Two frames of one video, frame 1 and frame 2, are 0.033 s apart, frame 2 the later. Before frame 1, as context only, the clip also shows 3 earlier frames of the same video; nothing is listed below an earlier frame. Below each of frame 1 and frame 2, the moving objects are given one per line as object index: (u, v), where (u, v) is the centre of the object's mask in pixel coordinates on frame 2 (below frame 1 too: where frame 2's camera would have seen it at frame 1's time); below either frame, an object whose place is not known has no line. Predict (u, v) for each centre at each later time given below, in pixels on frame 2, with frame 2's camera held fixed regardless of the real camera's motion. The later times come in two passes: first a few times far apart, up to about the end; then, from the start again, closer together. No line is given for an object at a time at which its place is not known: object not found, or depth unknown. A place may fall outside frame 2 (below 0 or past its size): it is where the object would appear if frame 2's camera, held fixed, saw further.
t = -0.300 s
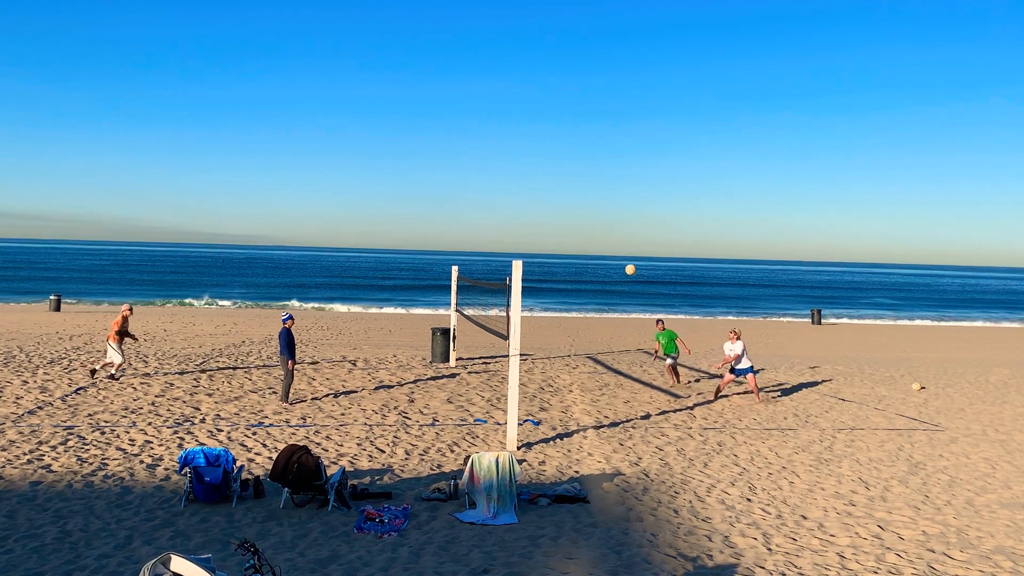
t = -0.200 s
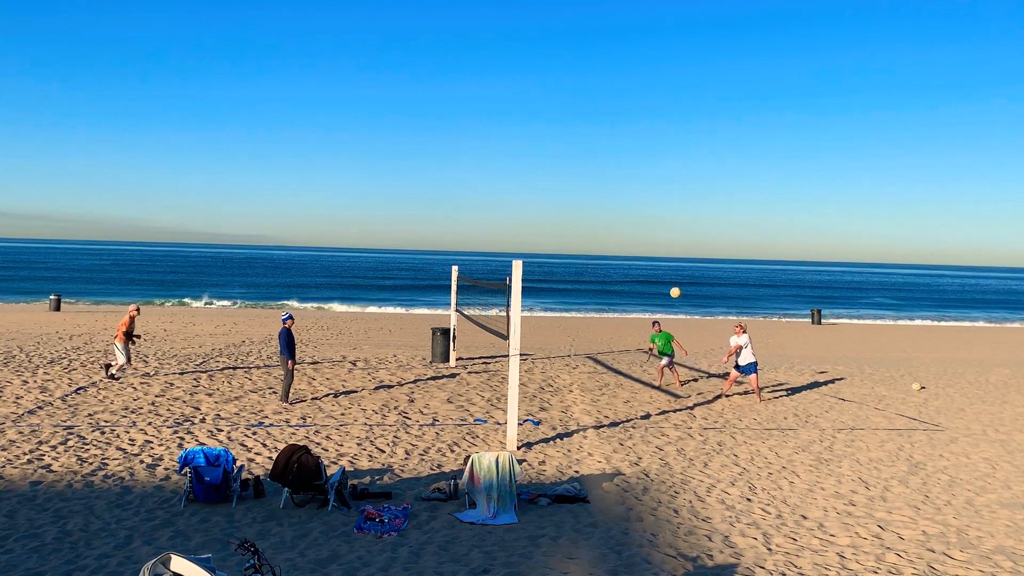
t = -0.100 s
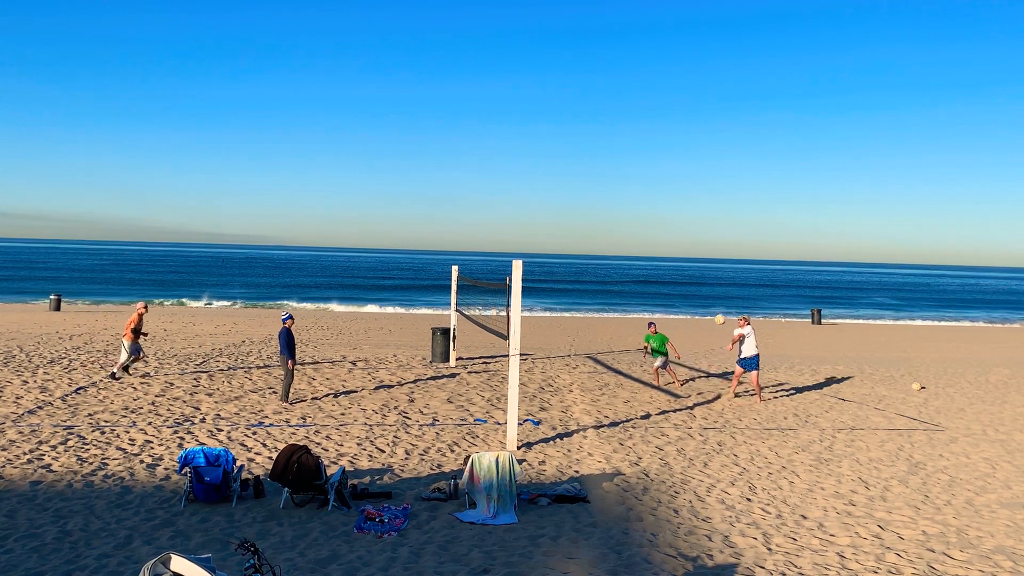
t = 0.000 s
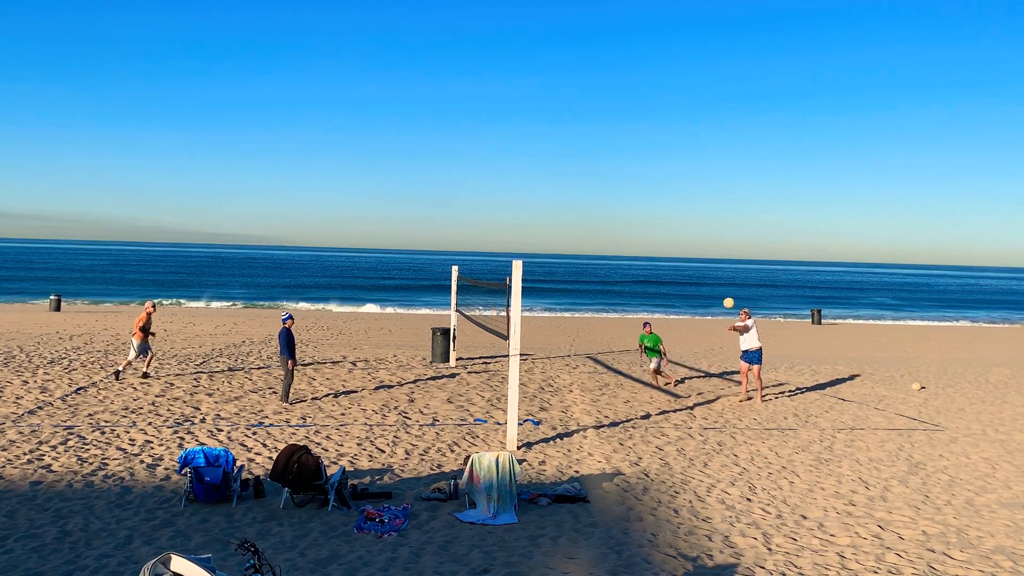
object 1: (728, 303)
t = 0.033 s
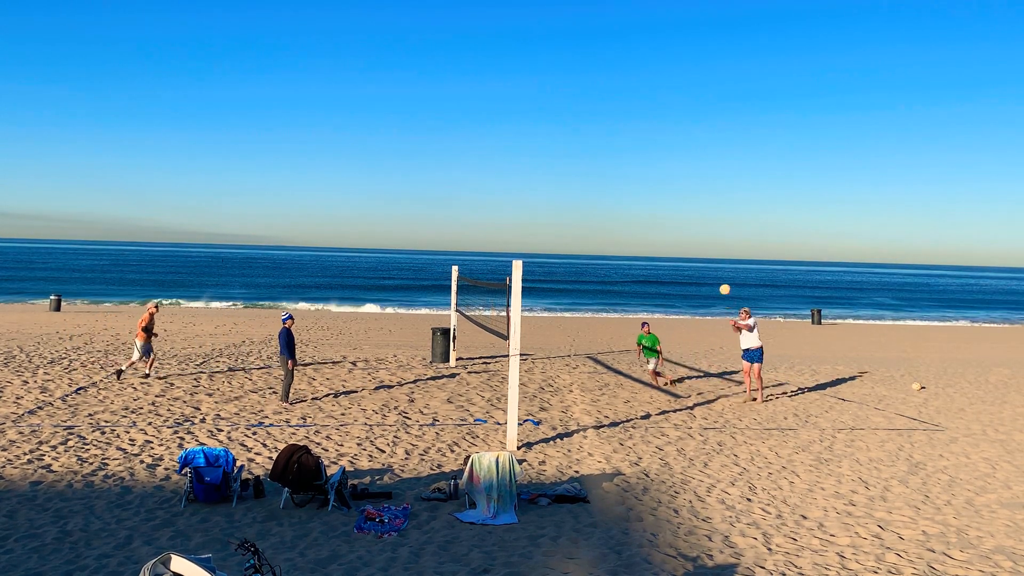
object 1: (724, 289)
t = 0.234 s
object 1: (703, 221)
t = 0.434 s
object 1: (682, 171)
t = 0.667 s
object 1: (658, 138)
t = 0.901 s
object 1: (633, 131)
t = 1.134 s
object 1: (608, 148)
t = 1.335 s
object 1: (587, 183)
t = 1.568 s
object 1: (562, 244)
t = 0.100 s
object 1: (718, 264)
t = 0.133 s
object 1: (714, 252)
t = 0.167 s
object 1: (710, 241)
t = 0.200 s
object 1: (707, 231)
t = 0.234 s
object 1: (703, 221)
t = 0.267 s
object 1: (700, 211)
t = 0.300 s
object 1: (696, 202)
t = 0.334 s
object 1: (693, 193)
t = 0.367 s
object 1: (689, 185)
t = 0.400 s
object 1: (686, 178)
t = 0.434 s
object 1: (682, 171)
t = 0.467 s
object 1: (679, 164)
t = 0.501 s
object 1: (675, 159)
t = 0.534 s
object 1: (672, 154)
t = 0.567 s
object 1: (668, 149)
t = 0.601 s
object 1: (665, 145)
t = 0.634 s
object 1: (661, 141)
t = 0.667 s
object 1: (658, 138)
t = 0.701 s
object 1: (654, 135)
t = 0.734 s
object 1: (651, 133)
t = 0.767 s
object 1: (648, 131)
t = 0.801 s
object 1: (644, 130)
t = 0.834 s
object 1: (641, 130)
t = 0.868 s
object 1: (637, 130)
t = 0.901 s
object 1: (633, 131)
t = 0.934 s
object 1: (630, 131)
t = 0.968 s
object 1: (626, 133)
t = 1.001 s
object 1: (623, 135)
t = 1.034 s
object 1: (619, 138)
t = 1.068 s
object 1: (615, 141)
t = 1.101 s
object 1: (612, 144)
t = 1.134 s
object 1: (608, 148)
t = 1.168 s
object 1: (605, 153)
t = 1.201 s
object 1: (601, 158)
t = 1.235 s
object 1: (598, 164)
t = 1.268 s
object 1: (594, 169)
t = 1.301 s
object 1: (590, 176)
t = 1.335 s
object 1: (587, 183)
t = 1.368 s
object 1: (583, 190)
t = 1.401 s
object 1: (580, 198)
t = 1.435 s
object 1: (576, 206)
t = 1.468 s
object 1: (572, 215)
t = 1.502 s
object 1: (569, 224)
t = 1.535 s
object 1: (566, 233)
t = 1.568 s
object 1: (562, 244)
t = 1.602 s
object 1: (558, 254)
